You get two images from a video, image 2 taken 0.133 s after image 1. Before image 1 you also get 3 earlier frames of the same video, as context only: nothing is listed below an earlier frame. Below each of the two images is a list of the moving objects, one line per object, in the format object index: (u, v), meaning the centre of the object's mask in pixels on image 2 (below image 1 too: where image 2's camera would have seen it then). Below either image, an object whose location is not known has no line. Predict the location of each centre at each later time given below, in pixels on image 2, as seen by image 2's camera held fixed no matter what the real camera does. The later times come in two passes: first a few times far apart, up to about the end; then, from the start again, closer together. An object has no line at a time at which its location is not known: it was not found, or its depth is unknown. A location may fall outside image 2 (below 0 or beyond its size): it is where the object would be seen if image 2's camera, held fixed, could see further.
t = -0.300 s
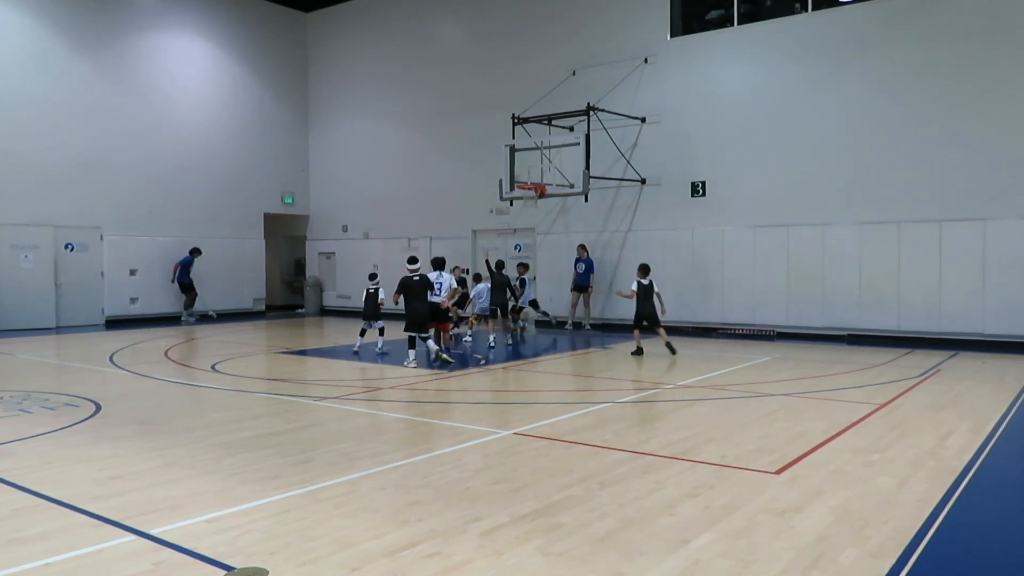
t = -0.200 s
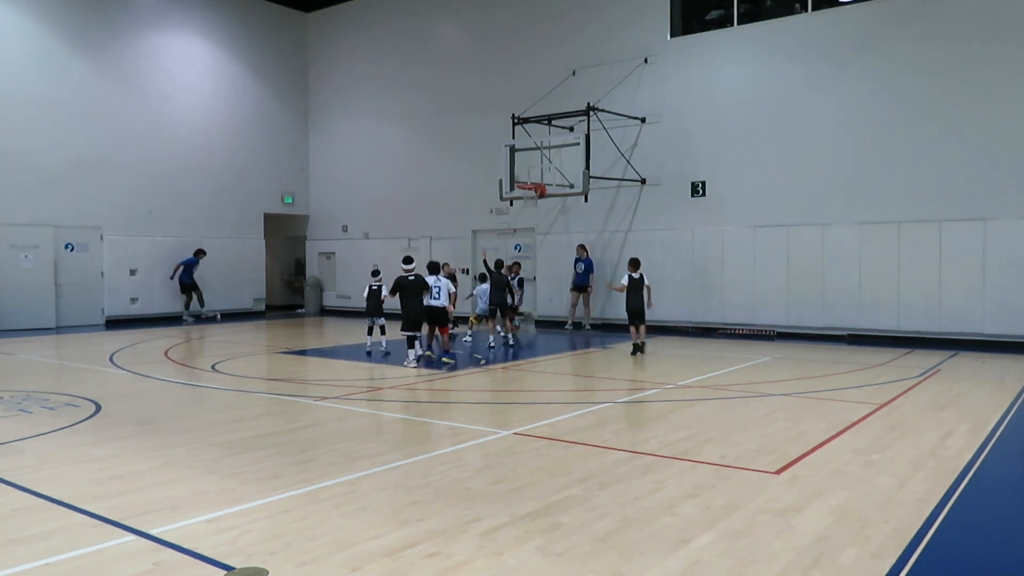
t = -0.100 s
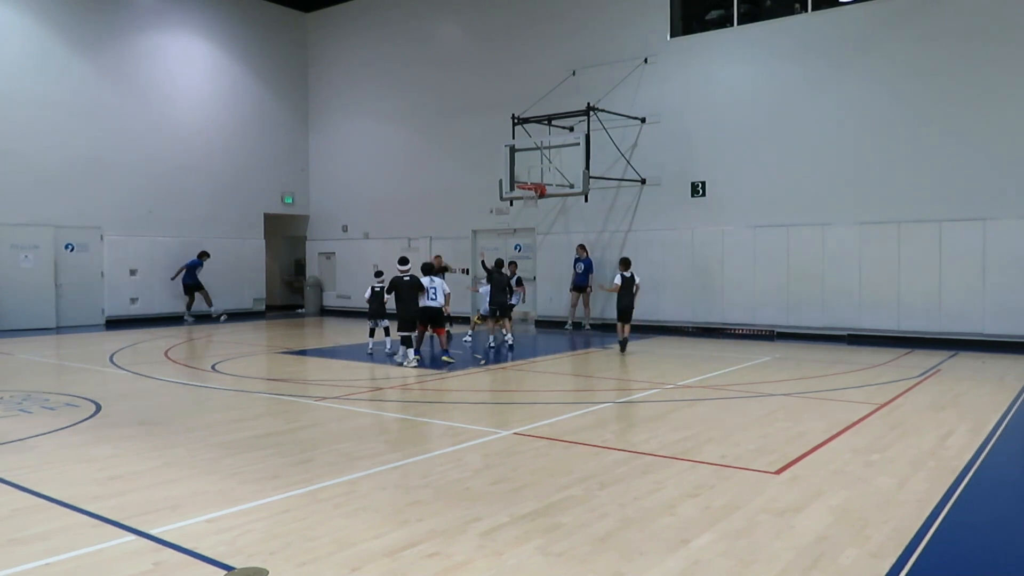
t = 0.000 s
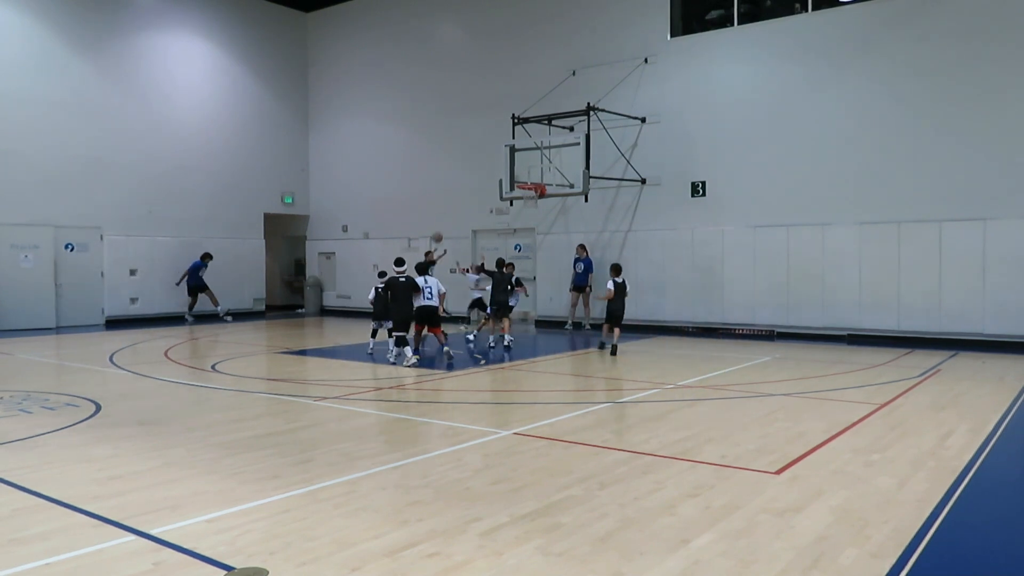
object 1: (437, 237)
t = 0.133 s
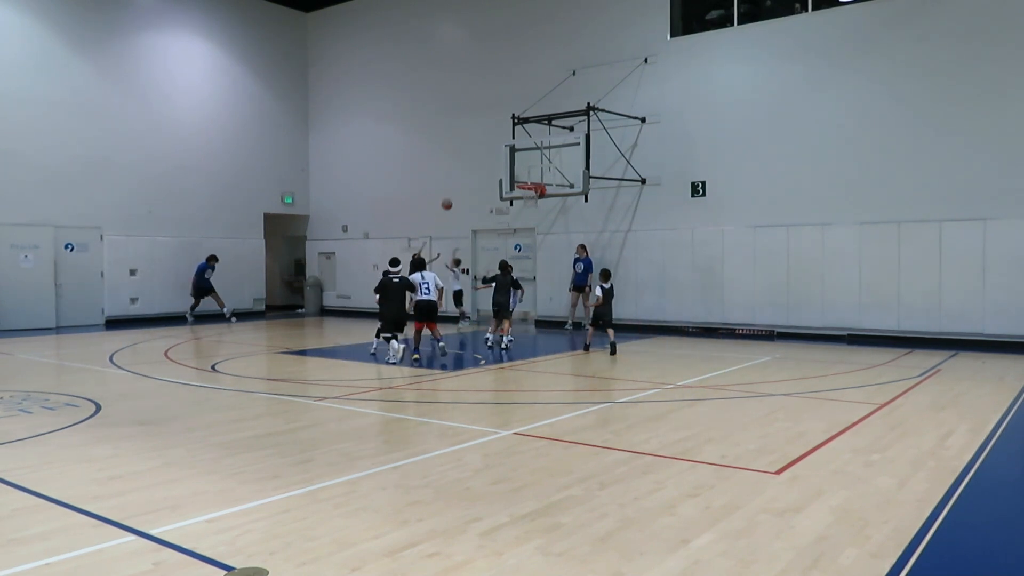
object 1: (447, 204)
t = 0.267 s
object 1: (457, 179)
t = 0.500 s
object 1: (475, 157)
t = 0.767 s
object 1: (497, 165)
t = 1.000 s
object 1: (517, 204)
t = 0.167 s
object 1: (449, 198)
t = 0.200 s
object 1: (452, 191)
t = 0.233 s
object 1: (455, 185)
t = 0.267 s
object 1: (457, 179)
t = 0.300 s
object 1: (460, 174)
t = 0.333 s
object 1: (462, 170)
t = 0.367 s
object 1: (465, 166)
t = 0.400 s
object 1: (467, 163)
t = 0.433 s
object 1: (470, 160)
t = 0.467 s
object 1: (473, 158)
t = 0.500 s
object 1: (475, 157)
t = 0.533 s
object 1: (478, 156)
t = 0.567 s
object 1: (480, 155)
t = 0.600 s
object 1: (483, 156)
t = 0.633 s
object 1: (486, 156)
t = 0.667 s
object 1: (489, 158)
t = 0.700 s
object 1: (492, 160)
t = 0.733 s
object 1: (494, 162)
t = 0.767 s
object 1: (497, 165)
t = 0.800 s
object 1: (500, 169)
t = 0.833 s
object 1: (503, 173)
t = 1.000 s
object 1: (517, 204)
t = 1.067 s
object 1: (523, 221)
